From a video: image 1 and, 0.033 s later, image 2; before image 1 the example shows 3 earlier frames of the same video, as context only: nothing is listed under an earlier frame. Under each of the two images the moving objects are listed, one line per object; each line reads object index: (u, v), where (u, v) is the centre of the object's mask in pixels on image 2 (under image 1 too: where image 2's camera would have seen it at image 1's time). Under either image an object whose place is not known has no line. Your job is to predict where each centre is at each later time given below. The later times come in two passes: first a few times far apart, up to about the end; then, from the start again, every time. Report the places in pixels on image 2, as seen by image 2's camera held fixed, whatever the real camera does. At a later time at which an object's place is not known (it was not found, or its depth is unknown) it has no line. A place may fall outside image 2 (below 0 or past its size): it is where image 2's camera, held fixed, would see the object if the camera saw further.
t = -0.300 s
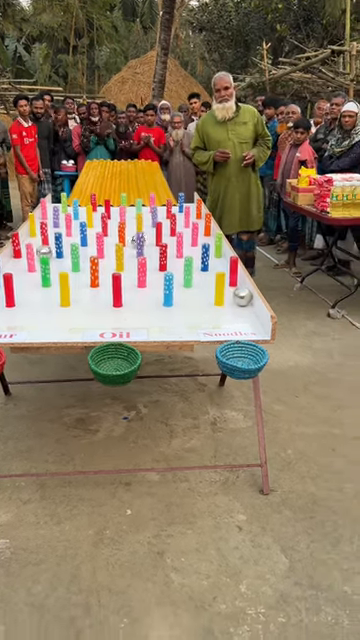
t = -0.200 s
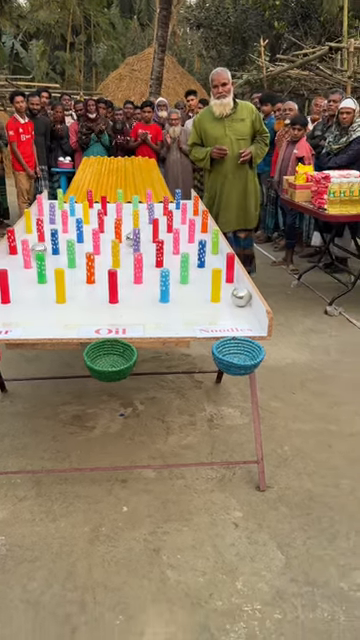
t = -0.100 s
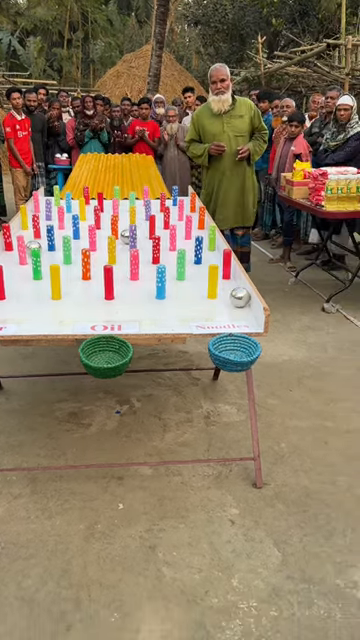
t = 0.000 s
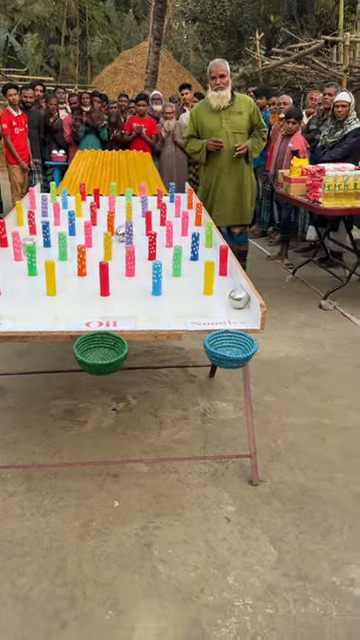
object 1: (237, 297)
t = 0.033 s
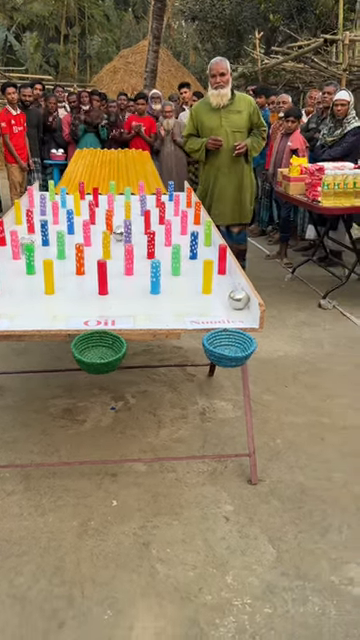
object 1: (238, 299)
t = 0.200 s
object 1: (243, 308)
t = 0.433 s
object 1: (253, 325)
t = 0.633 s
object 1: (271, 362)
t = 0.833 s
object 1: (288, 501)
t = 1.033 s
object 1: (314, 545)
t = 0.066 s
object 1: (239, 301)
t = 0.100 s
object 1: (240, 303)
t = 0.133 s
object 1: (241, 305)
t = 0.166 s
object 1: (242, 306)
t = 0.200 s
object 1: (243, 308)
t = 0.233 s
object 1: (244, 310)
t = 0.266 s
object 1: (245, 312)
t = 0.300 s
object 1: (246, 314)
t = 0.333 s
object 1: (248, 317)
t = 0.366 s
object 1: (248, 320)
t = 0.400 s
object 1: (250, 322)
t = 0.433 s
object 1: (253, 325)
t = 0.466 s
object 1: (256, 327)
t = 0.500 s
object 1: (258, 330)
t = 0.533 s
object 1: (262, 334)
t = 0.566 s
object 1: (265, 341)
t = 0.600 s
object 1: (267, 350)
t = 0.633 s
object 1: (271, 362)
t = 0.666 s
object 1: (275, 377)
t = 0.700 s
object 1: (277, 395)
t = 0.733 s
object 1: (279, 418)
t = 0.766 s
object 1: (283, 443)
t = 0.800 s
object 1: (286, 471)
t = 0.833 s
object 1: (288, 501)
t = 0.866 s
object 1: (289, 538)
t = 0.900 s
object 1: (295, 537)
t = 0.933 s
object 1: (300, 534)
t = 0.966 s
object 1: (304, 535)
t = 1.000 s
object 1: (309, 539)
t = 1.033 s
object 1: (314, 545)
